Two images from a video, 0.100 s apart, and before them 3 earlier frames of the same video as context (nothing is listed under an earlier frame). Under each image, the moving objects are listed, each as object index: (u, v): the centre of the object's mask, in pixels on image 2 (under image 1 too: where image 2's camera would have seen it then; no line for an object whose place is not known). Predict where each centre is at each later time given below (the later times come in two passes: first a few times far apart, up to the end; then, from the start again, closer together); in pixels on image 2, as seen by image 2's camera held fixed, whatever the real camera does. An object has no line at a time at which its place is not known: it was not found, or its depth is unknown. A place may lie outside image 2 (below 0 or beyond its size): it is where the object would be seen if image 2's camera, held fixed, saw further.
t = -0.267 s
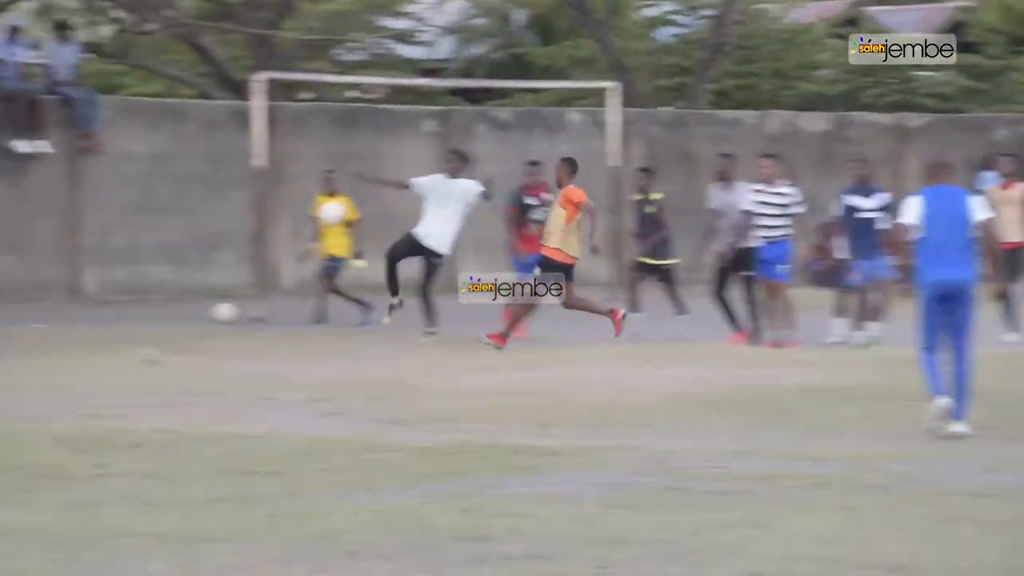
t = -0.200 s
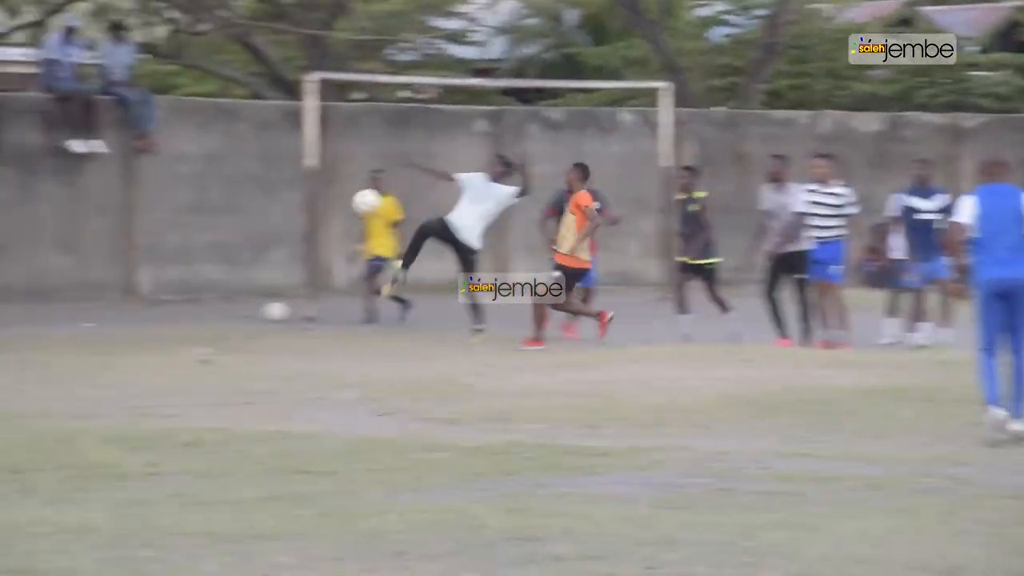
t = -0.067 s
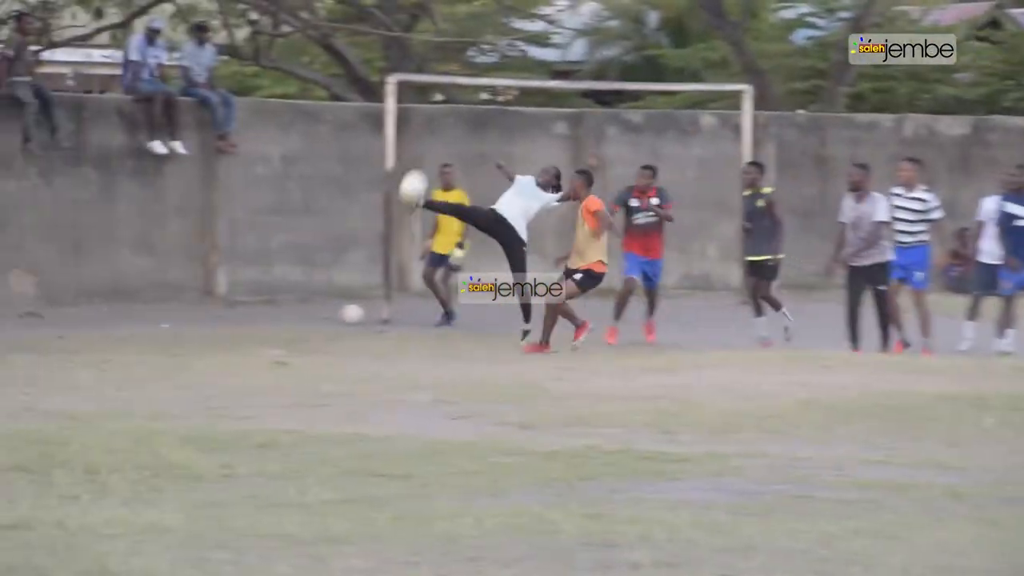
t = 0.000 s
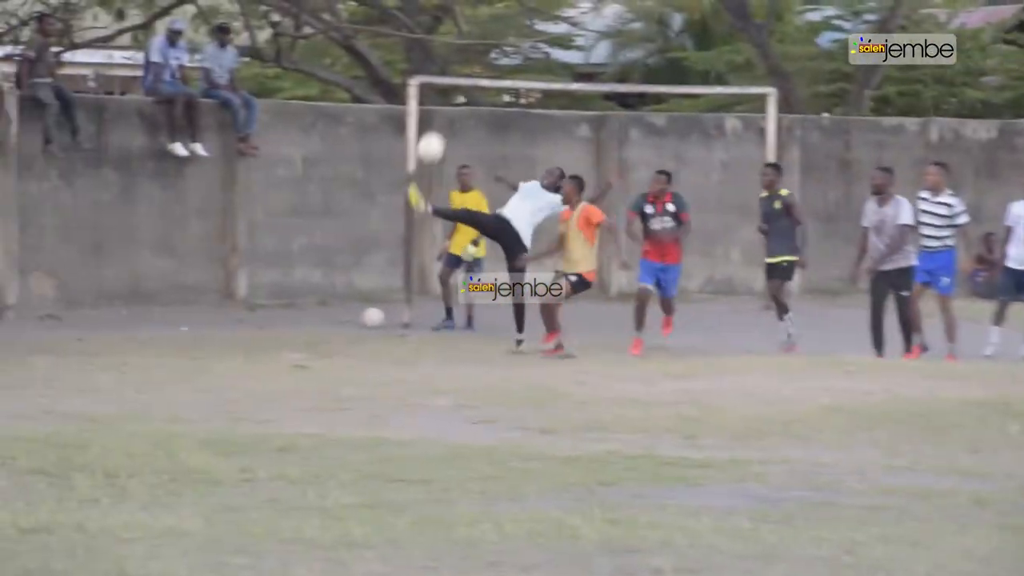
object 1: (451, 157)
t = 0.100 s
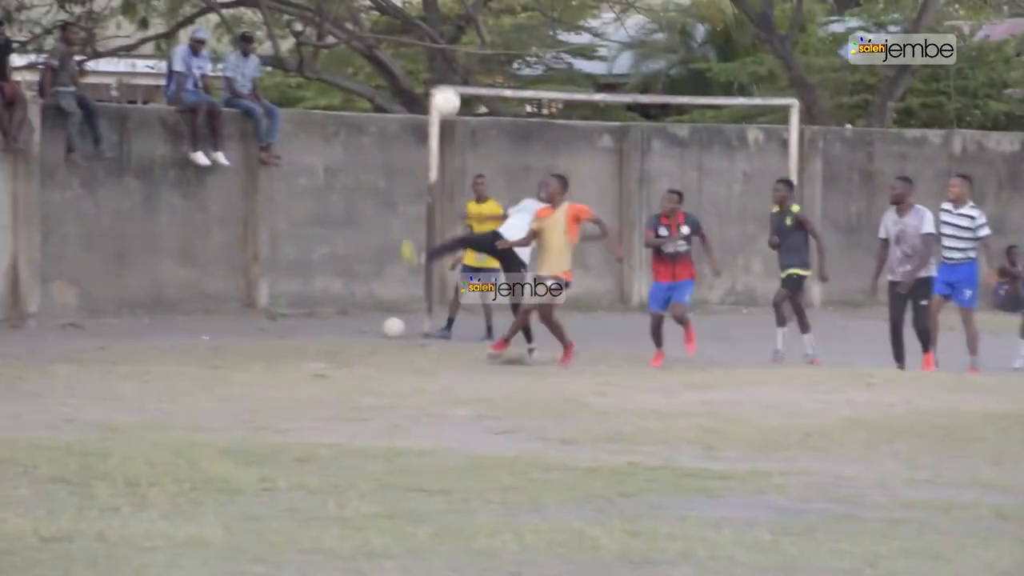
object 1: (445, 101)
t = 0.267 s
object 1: (434, 34)
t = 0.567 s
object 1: (411, -2)
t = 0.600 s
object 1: (409, 2)
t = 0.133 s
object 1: (444, 87)
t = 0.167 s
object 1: (441, 71)
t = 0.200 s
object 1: (439, 58)
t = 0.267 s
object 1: (434, 34)
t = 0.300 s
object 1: (432, 25)
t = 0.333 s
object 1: (429, 17)
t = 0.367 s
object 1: (426, 8)
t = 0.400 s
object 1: (424, 3)
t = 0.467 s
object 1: (418, -3)
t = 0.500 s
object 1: (415, -4)
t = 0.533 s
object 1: (413, -4)
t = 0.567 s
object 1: (411, -2)
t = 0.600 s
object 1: (409, 2)
